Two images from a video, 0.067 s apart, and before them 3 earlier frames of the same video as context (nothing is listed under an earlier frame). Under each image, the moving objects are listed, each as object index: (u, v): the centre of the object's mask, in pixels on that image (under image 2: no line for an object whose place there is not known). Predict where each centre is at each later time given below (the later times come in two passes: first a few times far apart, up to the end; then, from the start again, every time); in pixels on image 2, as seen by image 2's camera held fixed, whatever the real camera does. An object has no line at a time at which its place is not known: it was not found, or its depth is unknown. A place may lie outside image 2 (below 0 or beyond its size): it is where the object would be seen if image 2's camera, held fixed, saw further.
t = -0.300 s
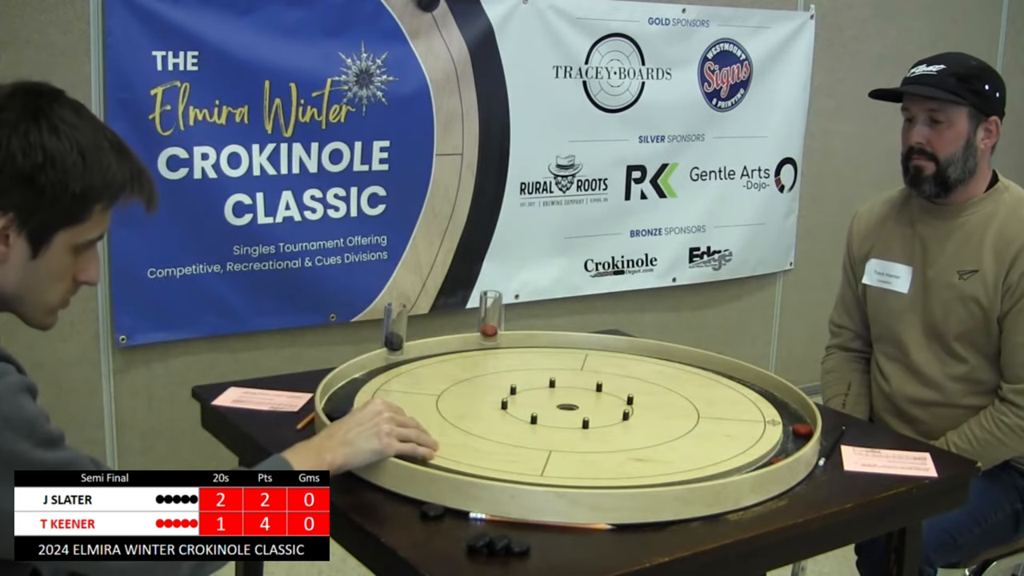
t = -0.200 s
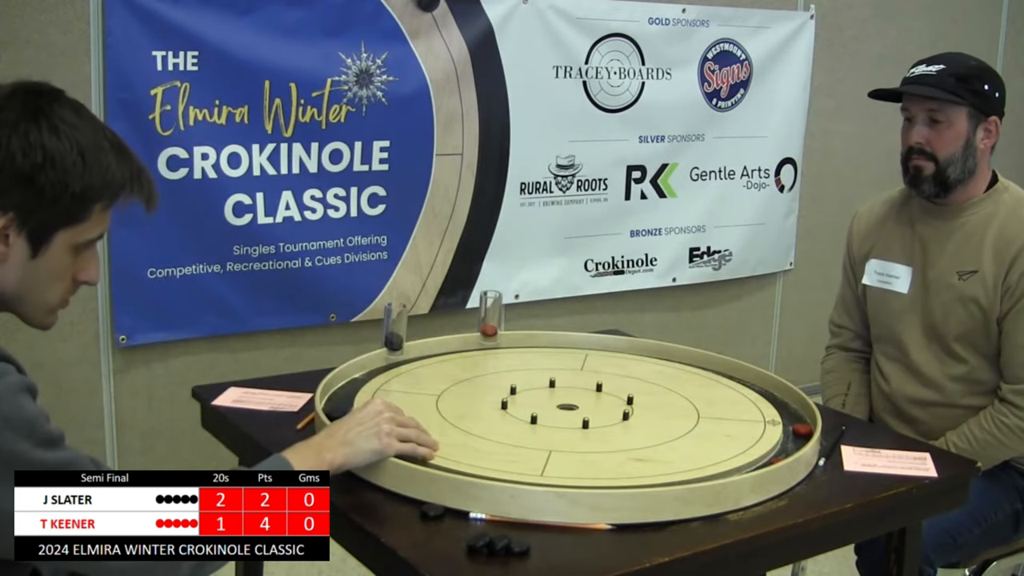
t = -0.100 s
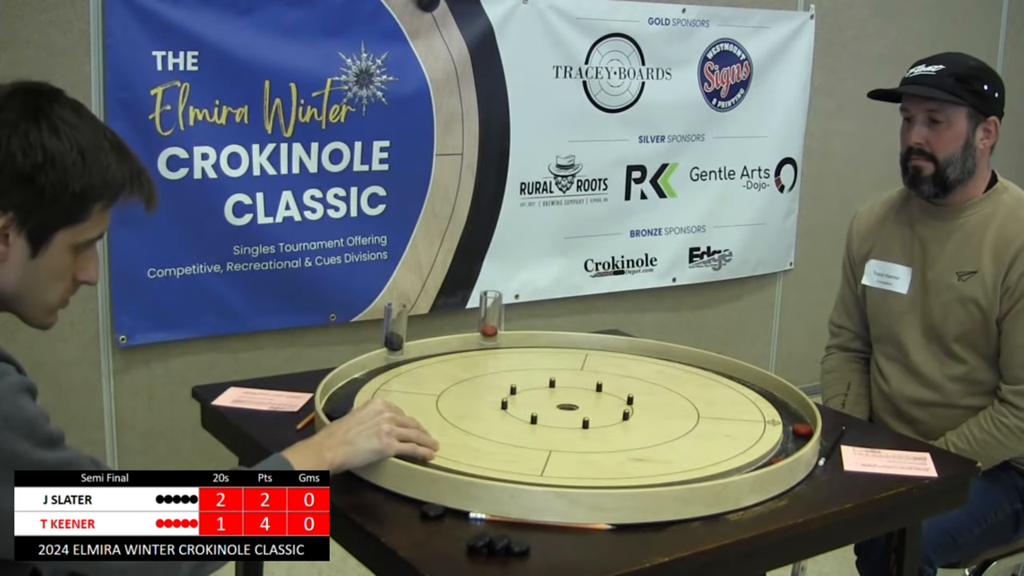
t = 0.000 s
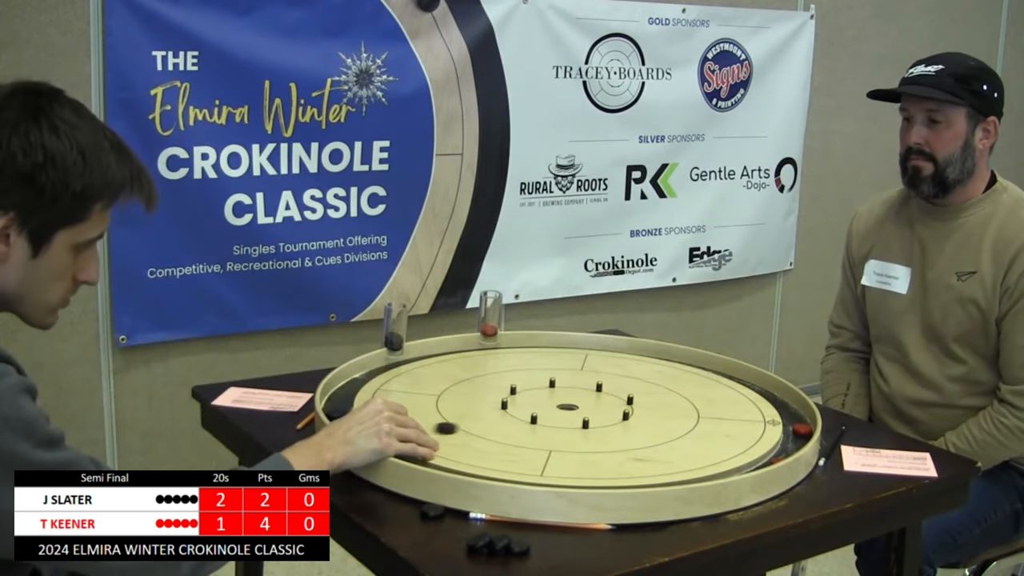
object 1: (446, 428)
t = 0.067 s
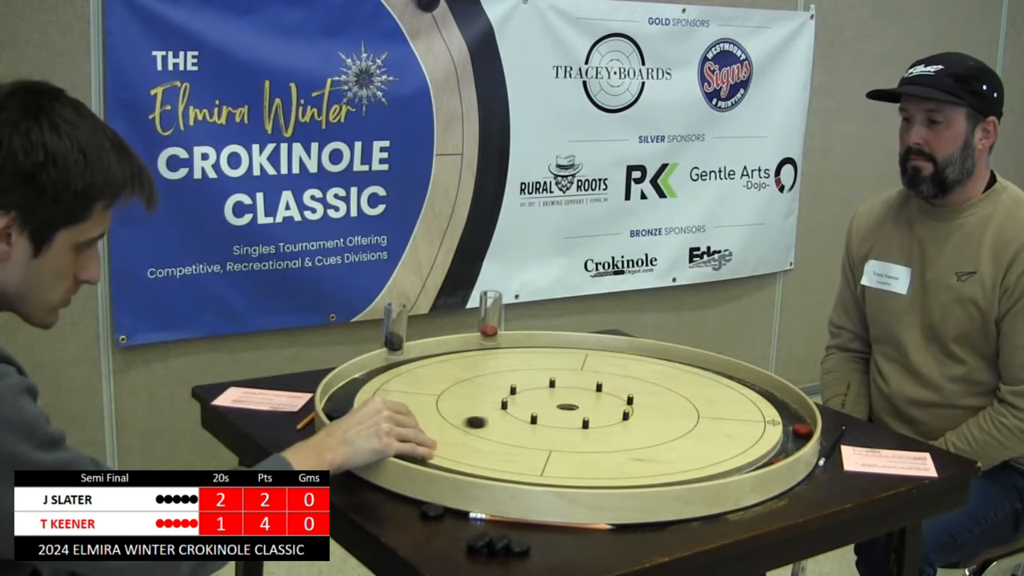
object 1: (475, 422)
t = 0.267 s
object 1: (551, 406)
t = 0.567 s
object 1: (546, 397)
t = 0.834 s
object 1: (536, 395)
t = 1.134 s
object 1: (537, 395)
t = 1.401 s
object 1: (537, 395)
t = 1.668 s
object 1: (537, 395)
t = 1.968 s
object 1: (537, 395)
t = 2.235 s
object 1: (537, 395)
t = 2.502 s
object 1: (537, 395)
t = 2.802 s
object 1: (537, 395)
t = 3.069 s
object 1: (537, 395)
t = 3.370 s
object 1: (537, 395)
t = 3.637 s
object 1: (537, 395)
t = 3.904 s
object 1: (537, 395)
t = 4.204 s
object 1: (537, 395)
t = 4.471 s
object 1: (537, 395)
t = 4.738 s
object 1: (537, 395)
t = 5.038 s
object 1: (537, 395)
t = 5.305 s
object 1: (537, 395)
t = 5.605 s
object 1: (537, 395)
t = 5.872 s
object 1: (537, 395)
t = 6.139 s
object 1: (537, 395)
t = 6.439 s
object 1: (537, 395)
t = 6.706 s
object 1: (537, 395)
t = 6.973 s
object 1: (537, 395)
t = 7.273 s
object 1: (537, 395)
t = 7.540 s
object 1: (537, 395)
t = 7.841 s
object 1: (537, 395)
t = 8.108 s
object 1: (537, 395)
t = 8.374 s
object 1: (537, 395)
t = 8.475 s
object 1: (537, 395)
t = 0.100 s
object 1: (489, 419)
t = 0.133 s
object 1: (503, 416)
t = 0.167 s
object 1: (516, 414)
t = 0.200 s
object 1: (528, 410)
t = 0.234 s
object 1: (540, 409)
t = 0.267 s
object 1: (551, 406)
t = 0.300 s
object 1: (564, 405)
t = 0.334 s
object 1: (566, 405)
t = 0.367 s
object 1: (561, 402)
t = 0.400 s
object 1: (558, 400)
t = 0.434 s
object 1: (555, 400)
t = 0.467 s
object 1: (553, 399)
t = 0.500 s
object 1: (551, 399)
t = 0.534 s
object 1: (548, 398)
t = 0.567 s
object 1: (546, 397)
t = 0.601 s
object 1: (544, 397)
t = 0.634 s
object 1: (542, 397)
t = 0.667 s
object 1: (540, 396)
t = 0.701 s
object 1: (539, 396)
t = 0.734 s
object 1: (538, 396)
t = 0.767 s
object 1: (537, 395)
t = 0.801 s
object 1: (537, 395)
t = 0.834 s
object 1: (536, 395)
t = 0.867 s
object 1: (536, 395)
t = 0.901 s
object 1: (537, 395)
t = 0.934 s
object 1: (537, 395)
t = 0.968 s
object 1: (537, 395)
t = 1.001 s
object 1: (537, 395)
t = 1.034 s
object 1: (537, 395)
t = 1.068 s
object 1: (537, 395)
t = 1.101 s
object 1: (537, 395)
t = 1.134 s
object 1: (537, 395)
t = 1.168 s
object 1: (537, 395)
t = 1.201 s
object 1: (537, 395)
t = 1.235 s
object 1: (537, 395)
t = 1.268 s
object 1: (537, 395)
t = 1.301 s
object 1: (537, 395)
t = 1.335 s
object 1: (537, 395)
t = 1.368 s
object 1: (537, 395)
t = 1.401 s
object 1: (537, 395)
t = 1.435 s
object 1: (537, 395)
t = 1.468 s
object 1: (537, 395)
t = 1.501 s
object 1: (537, 395)
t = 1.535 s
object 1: (537, 395)
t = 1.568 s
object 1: (537, 395)
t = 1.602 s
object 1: (537, 395)
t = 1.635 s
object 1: (537, 395)
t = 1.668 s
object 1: (537, 395)
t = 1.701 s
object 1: (537, 395)
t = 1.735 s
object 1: (537, 395)
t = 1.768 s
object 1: (537, 395)
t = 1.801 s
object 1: (537, 395)
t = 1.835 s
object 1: (537, 395)
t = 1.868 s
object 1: (537, 395)
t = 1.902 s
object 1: (537, 395)
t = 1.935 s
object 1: (537, 395)
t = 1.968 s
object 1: (537, 395)
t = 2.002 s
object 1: (537, 395)
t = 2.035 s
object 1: (537, 395)
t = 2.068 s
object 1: (537, 395)
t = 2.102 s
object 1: (537, 395)
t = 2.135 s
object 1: (537, 395)
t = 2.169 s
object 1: (537, 395)
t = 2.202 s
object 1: (537, 395)
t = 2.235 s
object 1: (537, 395)
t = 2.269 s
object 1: (537, 395)
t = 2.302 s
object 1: (537, 395)
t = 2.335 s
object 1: (537, 395)
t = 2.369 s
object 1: (537, 395)
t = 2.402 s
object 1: (537, 395)
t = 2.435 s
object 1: (537, 395)
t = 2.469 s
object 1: (537, 395)
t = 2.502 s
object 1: (537, 395)
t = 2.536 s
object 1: (537, 395)
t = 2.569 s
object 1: (537, 395)
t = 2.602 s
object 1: (537, 395)
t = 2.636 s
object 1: (537, 395)
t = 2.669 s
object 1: (537, 395)
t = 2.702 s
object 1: (537, 395)
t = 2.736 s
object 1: (537, 395)
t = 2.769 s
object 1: (537, 395)
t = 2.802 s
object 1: (537, 395)
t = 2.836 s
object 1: (537, 395)
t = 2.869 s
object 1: (537, 395)
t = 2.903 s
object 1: (537, 395)
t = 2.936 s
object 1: (537, 395)
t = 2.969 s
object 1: (537, 395)
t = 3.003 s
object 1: (537, 395)
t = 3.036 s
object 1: (537, 395)
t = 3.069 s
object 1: (537, 395)
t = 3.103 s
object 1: (537, 395)
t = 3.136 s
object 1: (537, 395)
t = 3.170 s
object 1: (537, 395)
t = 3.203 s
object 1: (537, 395)
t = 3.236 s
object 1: (537, 395)
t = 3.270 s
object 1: (537, 395)
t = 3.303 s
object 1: (537, 395)
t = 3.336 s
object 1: (537, 395)
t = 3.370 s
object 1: (537, 395)
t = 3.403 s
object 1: (537, 395)
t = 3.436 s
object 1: (537, 395)
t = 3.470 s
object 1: (537, 395)
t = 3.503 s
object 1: (537, 395)
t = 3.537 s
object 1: (537, 395)
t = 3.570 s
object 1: (537, 395)
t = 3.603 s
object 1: (537, 395)
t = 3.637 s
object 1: (537, 395)
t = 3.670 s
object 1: (537, 395)
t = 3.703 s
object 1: (537, 395)
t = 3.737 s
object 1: (537, 395)
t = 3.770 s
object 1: (537, 395)
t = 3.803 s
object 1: (537, 395)
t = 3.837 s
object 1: (537, 395)
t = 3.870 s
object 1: (537, 395)
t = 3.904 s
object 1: (537, 395)
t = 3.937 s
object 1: (537, 395)
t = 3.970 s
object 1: (537, 395)
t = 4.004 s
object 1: (537, 395)
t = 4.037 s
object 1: (537, 395)
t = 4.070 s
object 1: (537, 395)
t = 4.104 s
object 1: (537, 395)
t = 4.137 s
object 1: (537, 395)
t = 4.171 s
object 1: (537, 395)
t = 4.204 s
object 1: (537, 395)
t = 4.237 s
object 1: (537, 395)
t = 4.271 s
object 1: (537, 395)
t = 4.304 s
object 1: (537, 395)
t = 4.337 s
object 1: (537, 395)
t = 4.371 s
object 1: (537, 395)
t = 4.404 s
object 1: (537, 395)
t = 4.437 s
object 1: (537, 395)
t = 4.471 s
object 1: (537, 395)
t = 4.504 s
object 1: (537, 395)
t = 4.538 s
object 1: (537, 395)
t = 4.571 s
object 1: (537, 395)
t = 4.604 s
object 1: (537, 395)
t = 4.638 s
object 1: (537, 395)
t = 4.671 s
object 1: (537, 395)
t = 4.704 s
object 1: (537, 395)
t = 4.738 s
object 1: (537, 395)
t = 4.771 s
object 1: (537, 395)
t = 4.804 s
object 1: (537, 395)
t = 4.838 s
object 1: (537, 395)
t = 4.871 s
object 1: (537, 395)
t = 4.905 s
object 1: (537, 395)
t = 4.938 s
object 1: (537, 395)
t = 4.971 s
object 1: (537, 395)
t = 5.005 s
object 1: (537, 395)
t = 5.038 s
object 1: (537, 395)
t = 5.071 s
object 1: (537, 395)
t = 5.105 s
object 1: (537, 395)
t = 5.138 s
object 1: (537, 395)
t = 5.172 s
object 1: (537, 395)
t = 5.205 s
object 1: (537, 395)
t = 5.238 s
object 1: (537, 395)
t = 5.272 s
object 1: (537, 395)
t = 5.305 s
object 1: (537, 395)
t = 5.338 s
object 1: (537, 395)
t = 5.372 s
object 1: (537, 395)
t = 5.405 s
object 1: (537, 395)
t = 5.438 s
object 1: (537, 395)
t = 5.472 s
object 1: (537, 395)
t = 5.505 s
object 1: (537, 395)
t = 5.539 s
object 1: (537, 395)
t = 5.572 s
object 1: (537, 395)
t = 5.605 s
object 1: (537, 395)
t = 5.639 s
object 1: (537, 395)
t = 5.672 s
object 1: (537, 395)
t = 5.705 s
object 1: (537, 395)
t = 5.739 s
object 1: (537, 395)
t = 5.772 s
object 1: (537, 395)
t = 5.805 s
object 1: (537, 395)
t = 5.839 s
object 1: (537, 395)
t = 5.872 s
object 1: (537, 395)
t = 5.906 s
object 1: (537, 395)
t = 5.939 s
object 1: (537, 395)
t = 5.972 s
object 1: (537, 395)
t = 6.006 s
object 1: (537, 395)
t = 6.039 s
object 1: (537, 395)
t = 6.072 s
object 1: (537, 395)
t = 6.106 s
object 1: (537, 395)
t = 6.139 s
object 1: (537, 395)
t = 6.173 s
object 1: (537, 395)
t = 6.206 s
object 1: (537, 395)
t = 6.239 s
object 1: (537, 395)
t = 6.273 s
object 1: (537, 395)
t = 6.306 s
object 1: (537, 395)
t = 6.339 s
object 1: (537, 395)
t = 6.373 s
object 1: (537, 395)
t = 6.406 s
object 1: (537, 395)
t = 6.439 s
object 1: (537, 395)
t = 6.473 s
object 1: (537, 395)
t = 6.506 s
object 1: (537, 395)
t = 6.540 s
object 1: (537, 395)
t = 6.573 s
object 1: (537, 395)
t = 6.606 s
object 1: (537, 395)
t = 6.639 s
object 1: (537, 395)
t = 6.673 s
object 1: (537, 395)
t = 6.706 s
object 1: (537, 395)
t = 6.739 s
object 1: (537, 395)
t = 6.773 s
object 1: (537, 395)
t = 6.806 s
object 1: (537, 395)
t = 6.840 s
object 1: (537, 395)
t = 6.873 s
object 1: (537, 395)
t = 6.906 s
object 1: (537, 395)
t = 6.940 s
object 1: (537, 395)
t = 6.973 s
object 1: (537, 395)
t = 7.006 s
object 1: (537, 395)
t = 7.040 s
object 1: (537, 395)
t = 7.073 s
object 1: (537, 395)
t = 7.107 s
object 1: (537, 395)
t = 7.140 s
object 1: (537, 395)
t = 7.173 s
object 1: (537, 395)
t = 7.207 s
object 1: (537, 395)
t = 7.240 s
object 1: (537, 395)
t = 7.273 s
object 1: (537, 395)
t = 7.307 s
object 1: (537, 395)
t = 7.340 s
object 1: (537, 395)
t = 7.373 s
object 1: (537, 395)
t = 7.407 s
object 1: (537, 395)
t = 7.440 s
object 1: (537, 395)
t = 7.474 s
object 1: (537, 395)
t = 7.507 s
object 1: (537, 395)
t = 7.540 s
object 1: (537, 395)
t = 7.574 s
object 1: (537, 395)
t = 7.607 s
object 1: (537, 395)
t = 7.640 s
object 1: (537, 395)
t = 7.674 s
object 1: (537, 395)
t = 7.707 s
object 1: (537, 395)
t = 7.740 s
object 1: (537, 395)
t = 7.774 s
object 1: (537, 395)
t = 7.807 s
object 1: (537, 395)
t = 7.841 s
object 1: (537, 395)
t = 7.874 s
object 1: (537, 395)
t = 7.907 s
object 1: (537, 395)
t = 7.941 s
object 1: (537, 395)
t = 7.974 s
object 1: (537, 395)
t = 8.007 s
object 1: (537, 395)
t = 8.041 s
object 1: (537, 395)
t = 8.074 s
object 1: (537, 395)
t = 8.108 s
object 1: (537, 395)
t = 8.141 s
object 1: (537, 395)
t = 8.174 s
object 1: (537, 395)
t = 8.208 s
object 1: (537, 395)
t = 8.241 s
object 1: (537, 395)
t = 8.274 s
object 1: (537, 395)
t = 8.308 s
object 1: (537, 395)
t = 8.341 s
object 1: (537, 395)
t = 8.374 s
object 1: (537, 395)
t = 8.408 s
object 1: (537, 395)
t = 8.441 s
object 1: (537, 395)
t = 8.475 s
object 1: (537, 395)
